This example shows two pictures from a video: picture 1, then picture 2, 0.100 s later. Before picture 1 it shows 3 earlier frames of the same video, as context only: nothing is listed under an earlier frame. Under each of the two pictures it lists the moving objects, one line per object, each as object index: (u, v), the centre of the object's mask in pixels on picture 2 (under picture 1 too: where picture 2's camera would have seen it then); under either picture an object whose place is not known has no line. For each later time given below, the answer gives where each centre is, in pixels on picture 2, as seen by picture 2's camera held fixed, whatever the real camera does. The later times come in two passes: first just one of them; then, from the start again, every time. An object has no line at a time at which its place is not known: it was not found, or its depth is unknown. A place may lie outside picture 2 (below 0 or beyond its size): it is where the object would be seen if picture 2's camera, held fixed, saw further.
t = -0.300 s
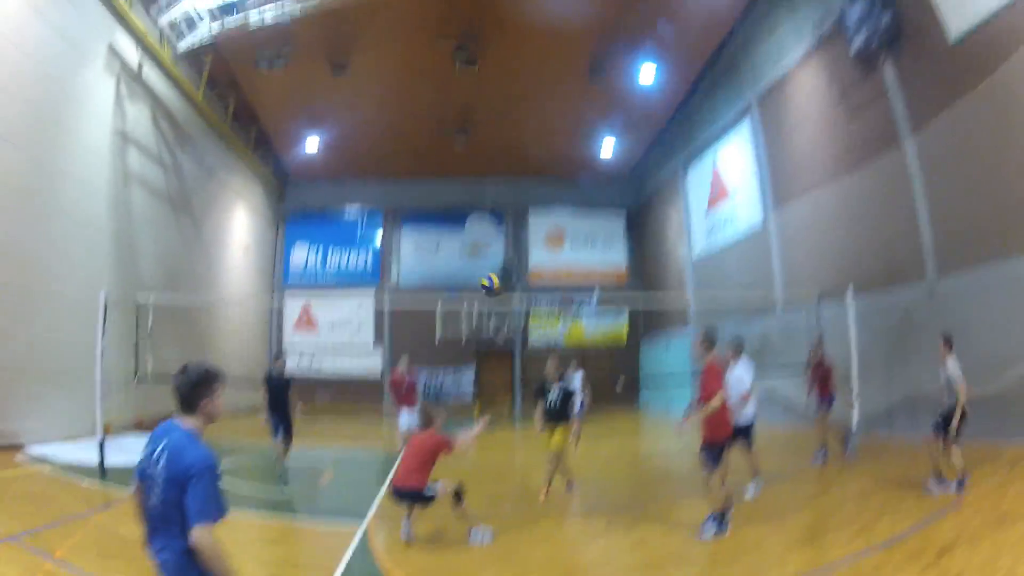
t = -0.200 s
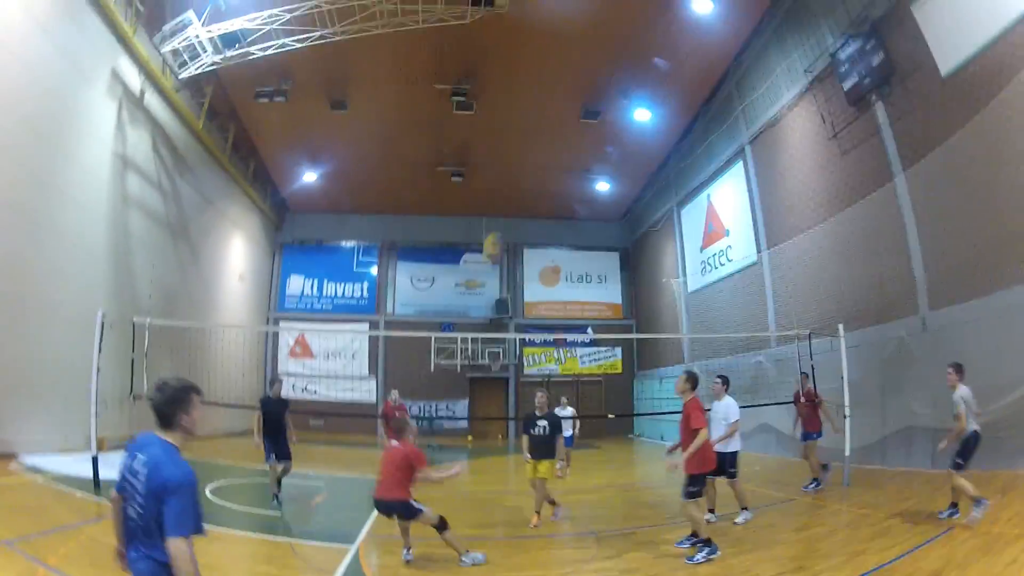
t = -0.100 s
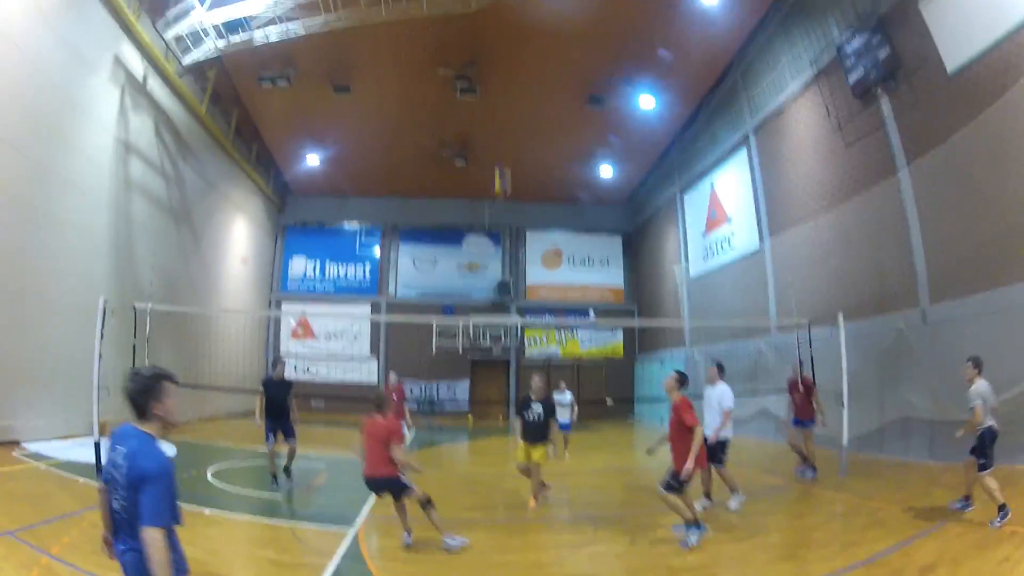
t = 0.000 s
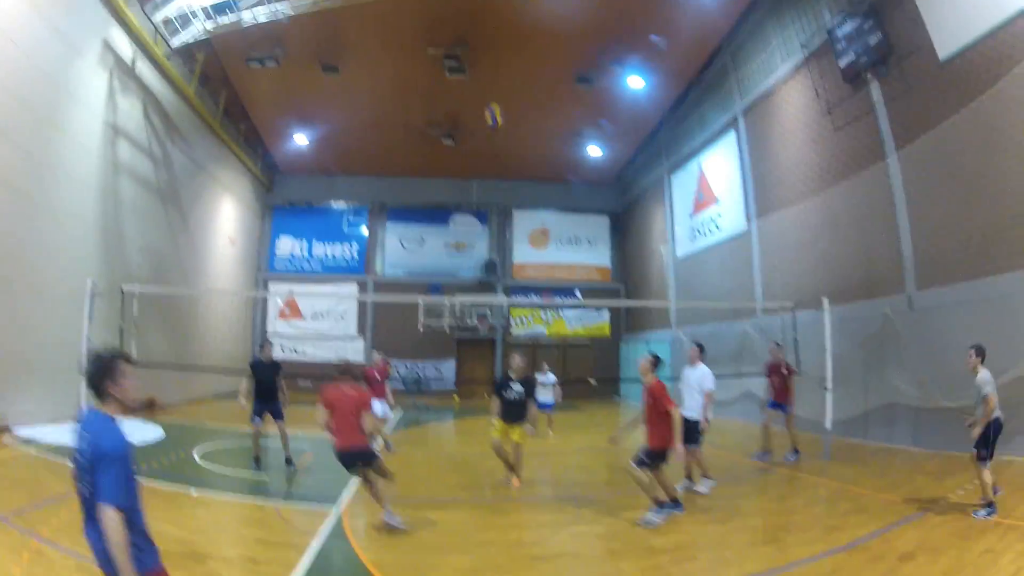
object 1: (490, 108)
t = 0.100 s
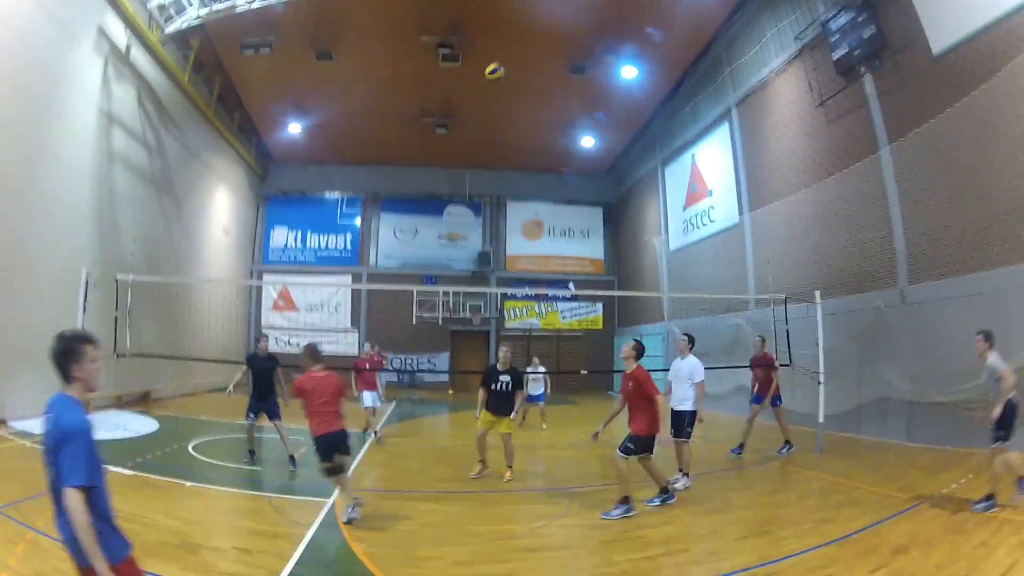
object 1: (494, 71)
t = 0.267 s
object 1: (506, 29)
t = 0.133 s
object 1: (496, 63)
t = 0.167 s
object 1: (500, 52)
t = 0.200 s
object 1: (503, 42)
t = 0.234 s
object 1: (504, 35)
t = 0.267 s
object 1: (506, 29)
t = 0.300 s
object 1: (508, 26)
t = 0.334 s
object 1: (511, 24)
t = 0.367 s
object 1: (513, 24)
